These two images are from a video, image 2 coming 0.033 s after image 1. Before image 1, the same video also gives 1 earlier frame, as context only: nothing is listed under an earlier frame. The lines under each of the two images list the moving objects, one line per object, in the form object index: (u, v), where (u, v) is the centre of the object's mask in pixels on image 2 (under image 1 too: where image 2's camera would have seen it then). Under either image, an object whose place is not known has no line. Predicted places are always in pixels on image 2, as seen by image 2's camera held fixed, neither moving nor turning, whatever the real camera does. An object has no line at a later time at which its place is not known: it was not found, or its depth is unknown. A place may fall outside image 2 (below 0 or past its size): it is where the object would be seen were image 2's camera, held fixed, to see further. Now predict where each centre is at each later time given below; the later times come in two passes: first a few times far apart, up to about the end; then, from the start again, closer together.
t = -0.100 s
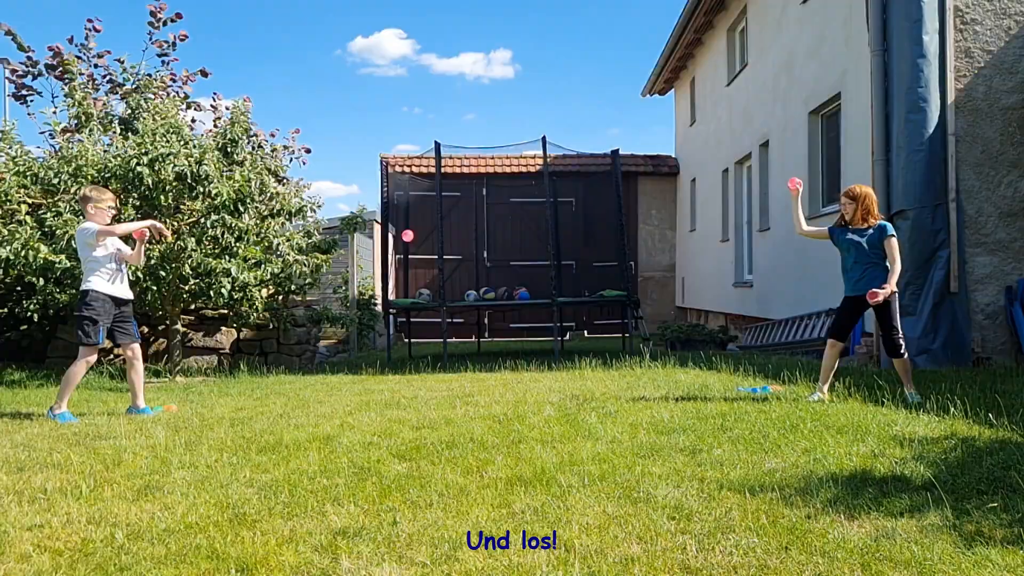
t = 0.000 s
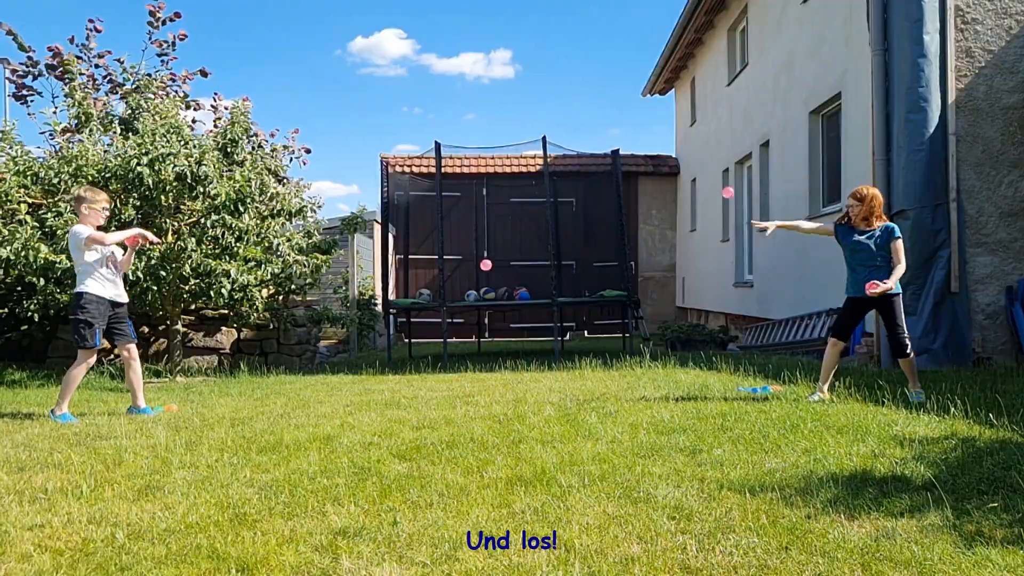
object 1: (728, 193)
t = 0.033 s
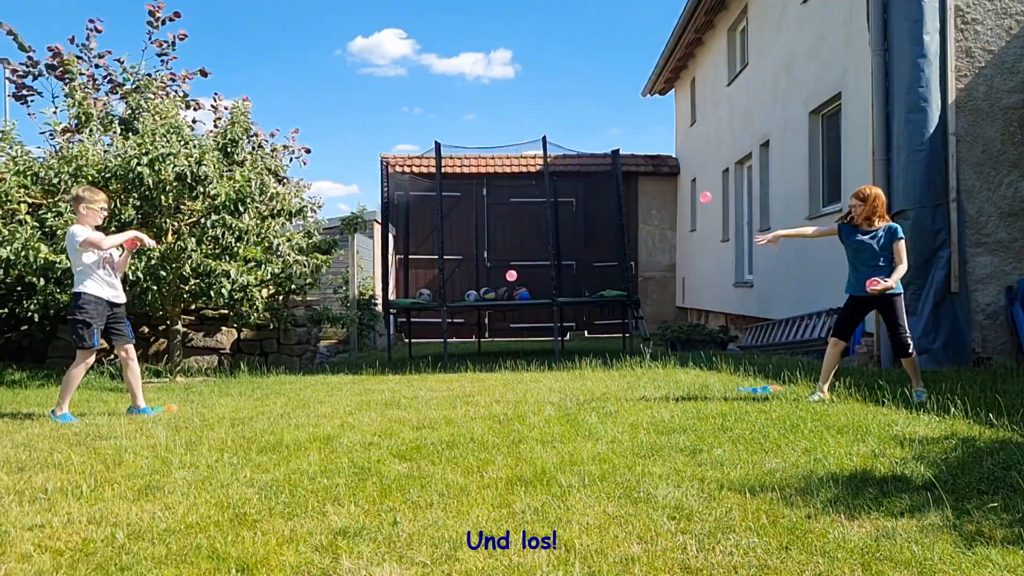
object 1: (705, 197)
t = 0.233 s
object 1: (568, 240)
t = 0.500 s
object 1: (377, 339)
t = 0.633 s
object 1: (279, 408)
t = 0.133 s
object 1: (637, 215)
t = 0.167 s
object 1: (614, 223)
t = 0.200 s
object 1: (591, 231)
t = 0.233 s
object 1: (568, 240)
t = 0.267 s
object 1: (544, 250)
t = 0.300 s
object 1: (521, 261)
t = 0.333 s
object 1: (497, 272)
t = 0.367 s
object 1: (473, 284)
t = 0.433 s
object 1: (425, 310)
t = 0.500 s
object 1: (377, 339)
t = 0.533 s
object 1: (353, 355)
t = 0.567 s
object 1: (328, 372)
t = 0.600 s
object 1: (304, 390)
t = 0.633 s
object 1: (279, 408)
